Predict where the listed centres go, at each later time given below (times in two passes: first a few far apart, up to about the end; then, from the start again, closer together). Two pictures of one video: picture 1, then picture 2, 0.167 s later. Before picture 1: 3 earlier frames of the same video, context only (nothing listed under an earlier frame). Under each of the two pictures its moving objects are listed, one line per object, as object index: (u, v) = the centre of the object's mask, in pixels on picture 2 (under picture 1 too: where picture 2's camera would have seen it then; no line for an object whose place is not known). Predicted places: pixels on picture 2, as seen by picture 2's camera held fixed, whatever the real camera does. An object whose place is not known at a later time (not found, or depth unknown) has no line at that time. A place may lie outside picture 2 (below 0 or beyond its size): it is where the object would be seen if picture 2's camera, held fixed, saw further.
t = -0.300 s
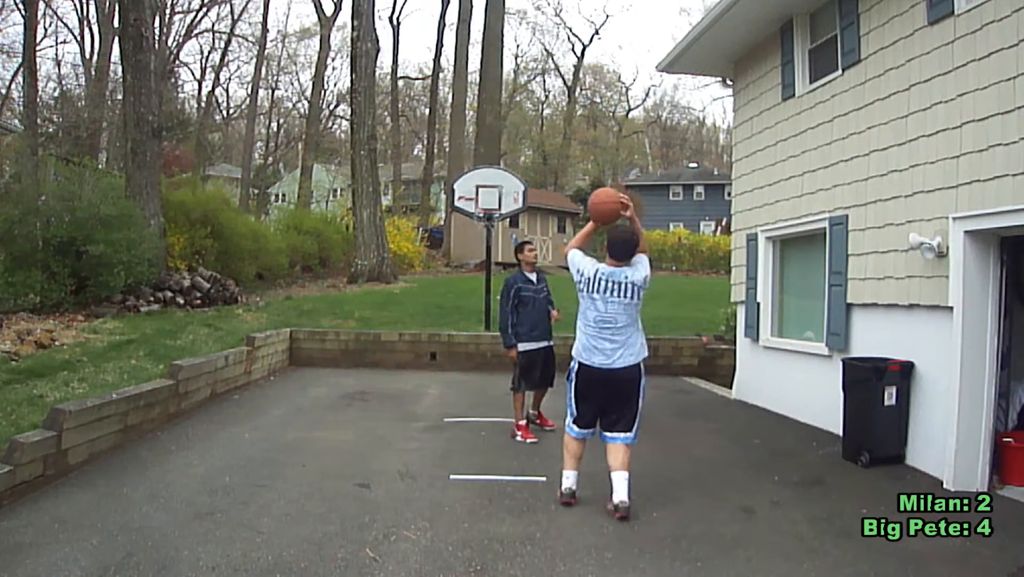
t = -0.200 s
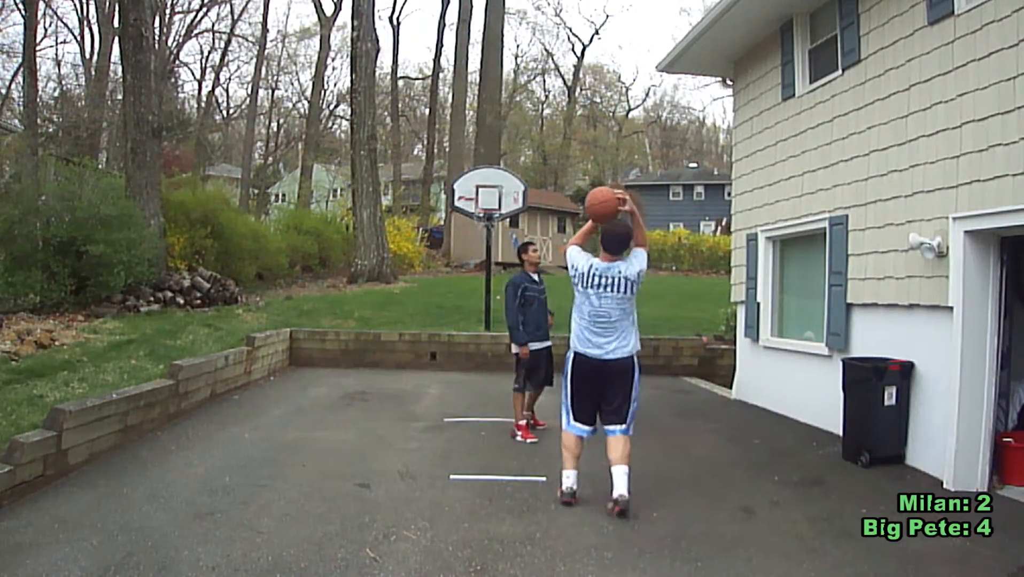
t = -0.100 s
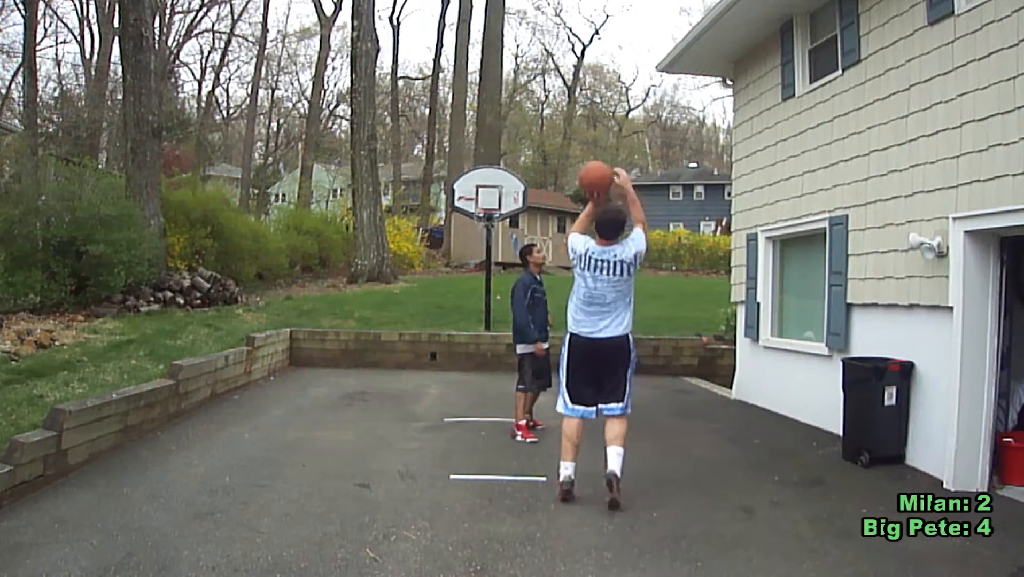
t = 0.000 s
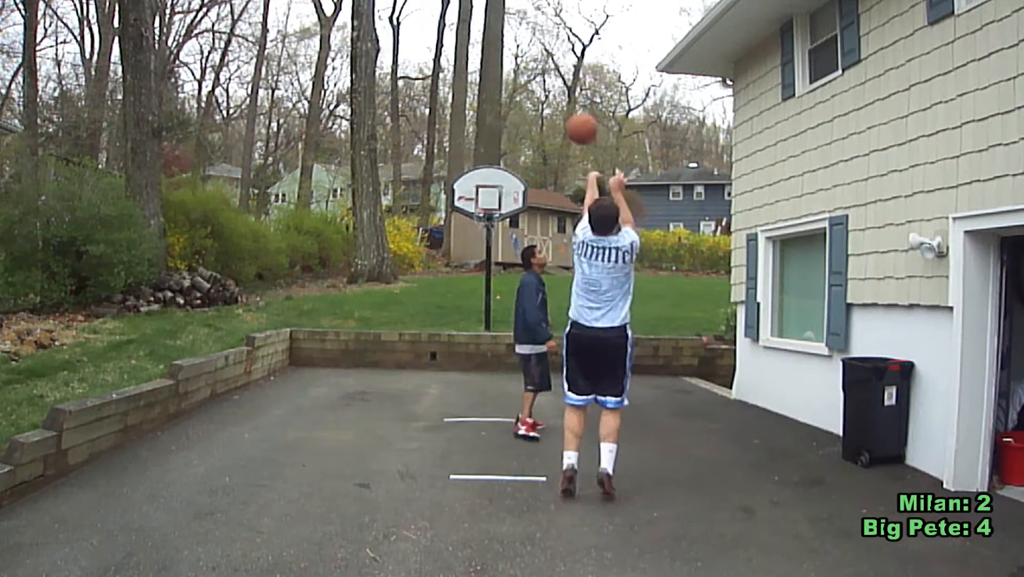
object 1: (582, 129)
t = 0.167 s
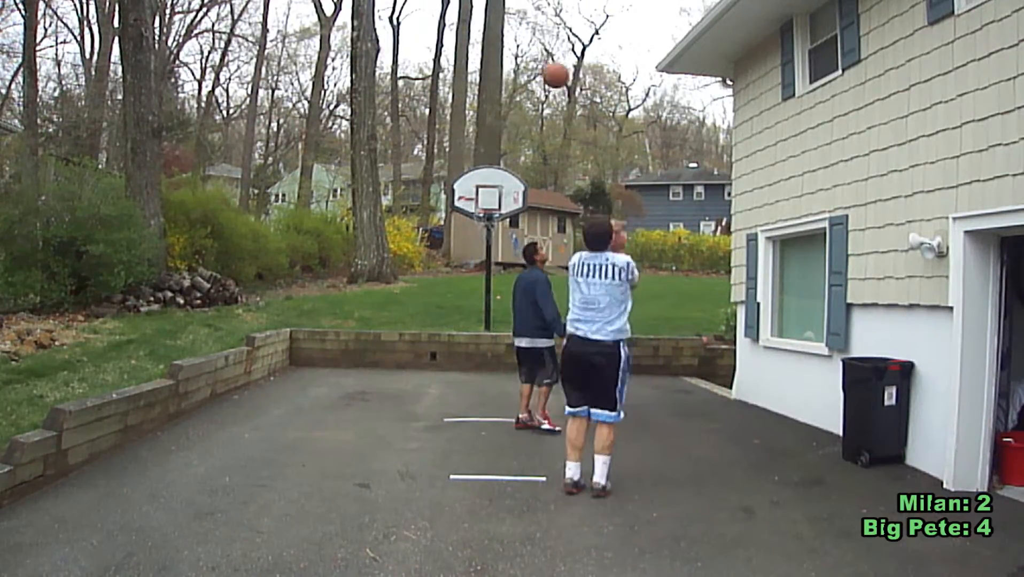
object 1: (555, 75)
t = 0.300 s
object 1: (539, 62)
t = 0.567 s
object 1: (513, 82)
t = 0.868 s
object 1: (488, 153)
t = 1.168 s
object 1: (482, 181)
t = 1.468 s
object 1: (491, 167)
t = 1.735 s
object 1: (498, 205)
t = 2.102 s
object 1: (503, 341)
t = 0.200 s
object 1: (551, 70)
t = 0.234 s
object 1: (547, 66)
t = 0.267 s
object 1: (543, 63)
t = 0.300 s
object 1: (539, 62)
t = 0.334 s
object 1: (536, 61)
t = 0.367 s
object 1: (532, 62)
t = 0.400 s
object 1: (528, 63)
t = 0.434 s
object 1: (526, 65)
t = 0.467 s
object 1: (522, 69)
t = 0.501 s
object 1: (519, 73)
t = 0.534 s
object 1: (515, 77)
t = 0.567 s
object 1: (513, 82)
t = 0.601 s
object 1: (510, 88)
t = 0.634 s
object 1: (507, 94)
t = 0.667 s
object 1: (504, 101)
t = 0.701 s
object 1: (501, 109)
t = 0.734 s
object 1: (499, 116)
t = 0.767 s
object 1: (496, 125)
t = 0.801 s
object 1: (493, 134)
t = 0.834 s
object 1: (491, 143)
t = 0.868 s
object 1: (488, 153)
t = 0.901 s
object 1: (486, 163)
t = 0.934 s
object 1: (484, 174)
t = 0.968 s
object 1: (481, 186)
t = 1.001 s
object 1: (479, 197)
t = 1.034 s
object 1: (478, 206)
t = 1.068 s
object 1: (479, 199)
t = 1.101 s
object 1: (480, 192)
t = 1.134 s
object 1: (481, 186)
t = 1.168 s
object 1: (482, 181)
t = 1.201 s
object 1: (483, 177)
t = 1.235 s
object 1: (485, 173)
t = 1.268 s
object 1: (485, 170)
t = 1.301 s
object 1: (487, 167)
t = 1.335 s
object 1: (487, 166)
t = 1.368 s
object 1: (488, 165)
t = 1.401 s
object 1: (489, 165)
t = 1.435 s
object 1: (490, 165)
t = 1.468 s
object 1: (491, 167)
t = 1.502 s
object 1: (492, 169)
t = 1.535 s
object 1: (493, 171)
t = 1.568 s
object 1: (494, 175)
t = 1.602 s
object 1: (495, 180)
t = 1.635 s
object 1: (496, 185)
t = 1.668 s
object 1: (496, 190)
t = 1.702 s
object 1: (497, 197)
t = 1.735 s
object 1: (498, 205)
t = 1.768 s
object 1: (499, 213)
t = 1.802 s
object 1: (499, 222)
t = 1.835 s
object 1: (500, 231)
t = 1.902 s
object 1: (503, 255)
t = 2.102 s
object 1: (503, 341)
